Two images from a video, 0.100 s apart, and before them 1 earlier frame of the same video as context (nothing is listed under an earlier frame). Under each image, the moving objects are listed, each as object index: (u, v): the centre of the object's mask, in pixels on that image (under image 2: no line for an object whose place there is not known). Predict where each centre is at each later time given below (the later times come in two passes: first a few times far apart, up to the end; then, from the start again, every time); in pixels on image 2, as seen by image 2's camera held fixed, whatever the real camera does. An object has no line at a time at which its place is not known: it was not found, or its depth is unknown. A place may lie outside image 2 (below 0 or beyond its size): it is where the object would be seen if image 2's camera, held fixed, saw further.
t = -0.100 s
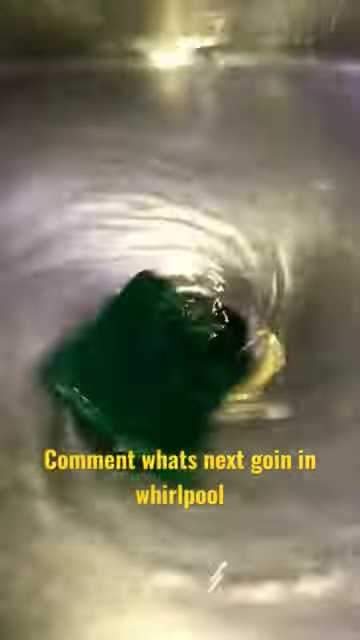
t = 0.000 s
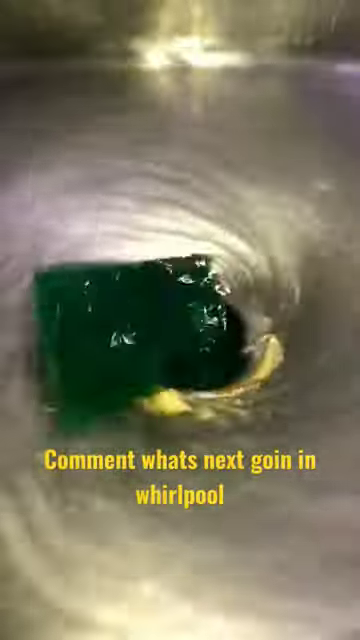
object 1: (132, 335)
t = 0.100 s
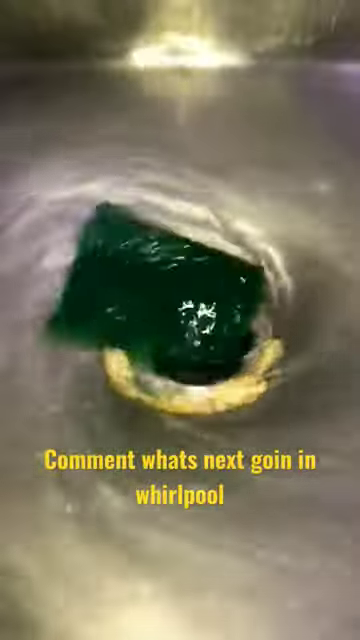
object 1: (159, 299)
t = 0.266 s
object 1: (225, 302)
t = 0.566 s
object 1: (198, 379)
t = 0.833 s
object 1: (140, 307)
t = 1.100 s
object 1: (236, 307)
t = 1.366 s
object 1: (183, 383)
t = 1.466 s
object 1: (137, 361)
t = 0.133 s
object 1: (174, 294)
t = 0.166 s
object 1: (186, 288)
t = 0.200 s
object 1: (198, 294)
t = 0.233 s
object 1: (209, 291)
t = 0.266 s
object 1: (225, 302)
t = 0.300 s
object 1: (230, 306)
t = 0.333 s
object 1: (238, 311)
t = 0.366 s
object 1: (236, 325)
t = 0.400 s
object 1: (241, 334)
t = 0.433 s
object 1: (234, 341)
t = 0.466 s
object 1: (239, 355)
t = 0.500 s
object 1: (231, 370)
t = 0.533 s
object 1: (217, 376)
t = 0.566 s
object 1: (198, 379)
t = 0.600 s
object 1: (178, 379)
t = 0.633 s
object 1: (159, 371)
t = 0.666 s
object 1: (146, 365)
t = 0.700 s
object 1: (136, 358)
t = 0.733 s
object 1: (131, 344)
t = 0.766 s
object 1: (131, 327)
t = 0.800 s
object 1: (136, 316)
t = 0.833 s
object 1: (140, 307)
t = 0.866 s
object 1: (150, 298)
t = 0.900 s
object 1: (161, 292)
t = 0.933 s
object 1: (173, 288)
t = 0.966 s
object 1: (185, 287)
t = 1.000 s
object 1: (199, 287)
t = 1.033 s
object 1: (212, 292)
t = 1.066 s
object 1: (223, 298)
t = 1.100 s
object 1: (236, 307)
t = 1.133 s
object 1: (239, 316)
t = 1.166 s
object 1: (241, 327)
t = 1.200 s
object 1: (241, 338)
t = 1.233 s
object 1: (237, 350)
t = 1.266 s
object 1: (230, 368)
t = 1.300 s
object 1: (217, 376)
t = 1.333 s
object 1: (201, 382)
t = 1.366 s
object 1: (183, 383)
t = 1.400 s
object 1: (163, 379)
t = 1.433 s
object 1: (148, 370)
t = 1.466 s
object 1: (137, 361)
